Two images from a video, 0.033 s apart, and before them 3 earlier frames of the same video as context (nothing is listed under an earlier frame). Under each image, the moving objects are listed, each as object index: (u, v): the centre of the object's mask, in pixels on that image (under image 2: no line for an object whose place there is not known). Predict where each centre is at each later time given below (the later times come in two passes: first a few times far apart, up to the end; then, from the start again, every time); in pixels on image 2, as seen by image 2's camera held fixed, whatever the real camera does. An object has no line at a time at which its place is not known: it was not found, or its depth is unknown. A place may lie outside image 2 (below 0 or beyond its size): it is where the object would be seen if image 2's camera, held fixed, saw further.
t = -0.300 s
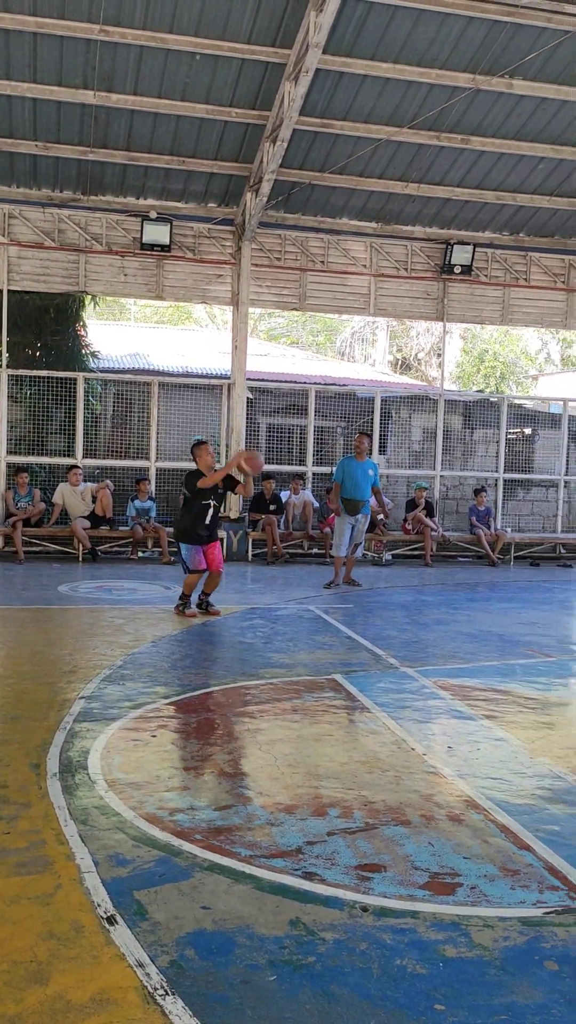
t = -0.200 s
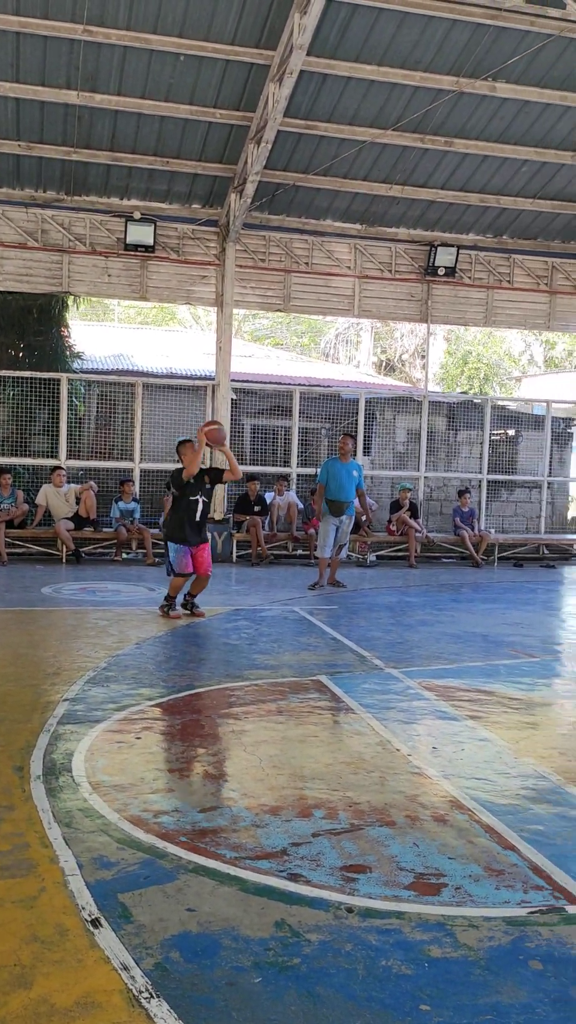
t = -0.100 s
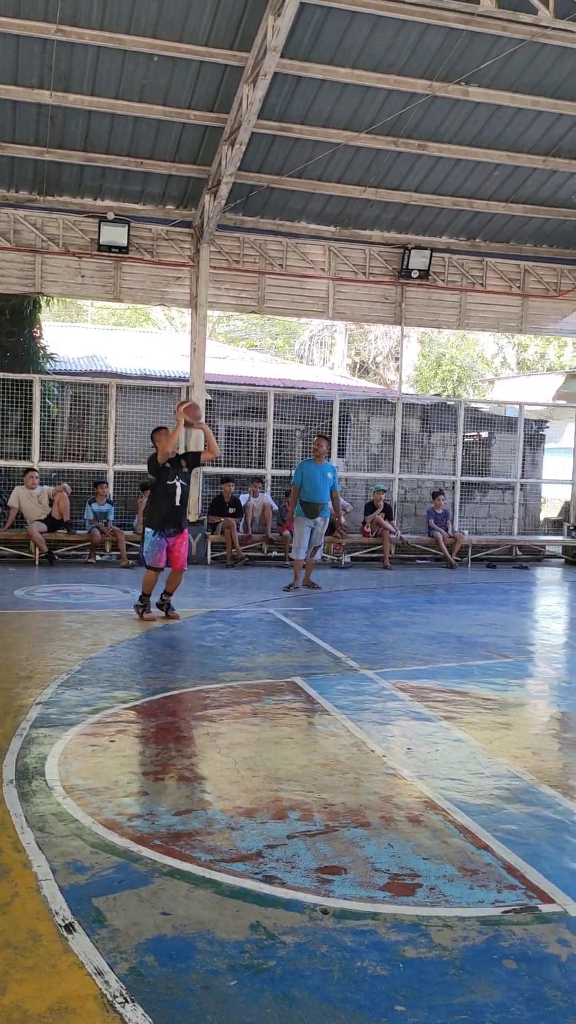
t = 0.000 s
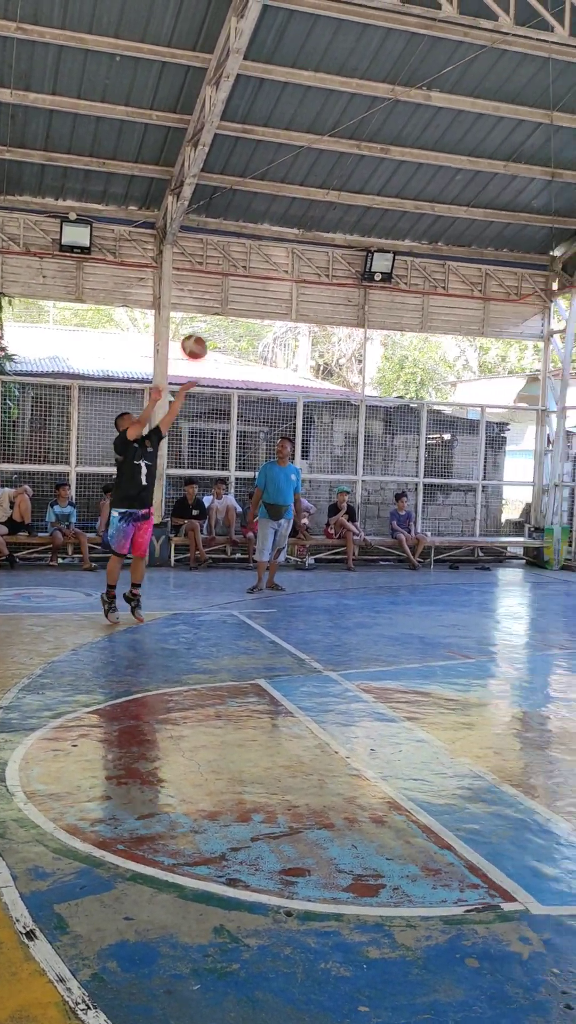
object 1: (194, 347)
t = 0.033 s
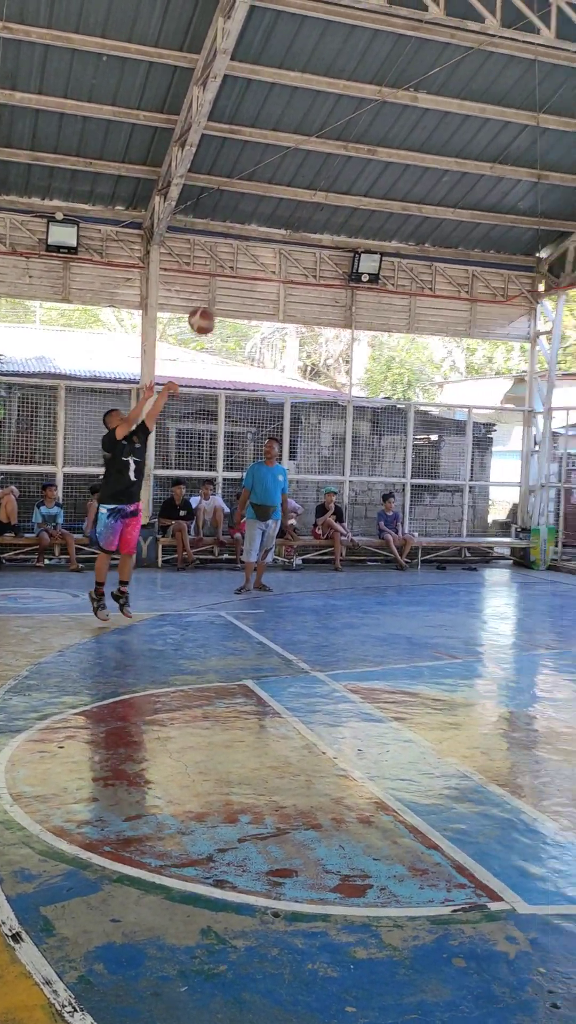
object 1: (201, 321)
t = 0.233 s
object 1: (326, 187)
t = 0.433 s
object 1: (463, 88)
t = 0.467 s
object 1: (487, 77)
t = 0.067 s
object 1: (221, 297)
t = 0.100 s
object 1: (242, 273)
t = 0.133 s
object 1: (262, 251)
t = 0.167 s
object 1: (284, 228)
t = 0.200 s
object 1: (305, 208)
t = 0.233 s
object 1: (326, 187)
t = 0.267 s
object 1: (348, 169)
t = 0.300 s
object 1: (370, 151)
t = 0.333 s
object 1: (394, 134)
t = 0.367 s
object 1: (416, 117)
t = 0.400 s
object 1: (440, 102)
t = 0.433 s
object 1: (463, 88)
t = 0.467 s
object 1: (487, 77)
